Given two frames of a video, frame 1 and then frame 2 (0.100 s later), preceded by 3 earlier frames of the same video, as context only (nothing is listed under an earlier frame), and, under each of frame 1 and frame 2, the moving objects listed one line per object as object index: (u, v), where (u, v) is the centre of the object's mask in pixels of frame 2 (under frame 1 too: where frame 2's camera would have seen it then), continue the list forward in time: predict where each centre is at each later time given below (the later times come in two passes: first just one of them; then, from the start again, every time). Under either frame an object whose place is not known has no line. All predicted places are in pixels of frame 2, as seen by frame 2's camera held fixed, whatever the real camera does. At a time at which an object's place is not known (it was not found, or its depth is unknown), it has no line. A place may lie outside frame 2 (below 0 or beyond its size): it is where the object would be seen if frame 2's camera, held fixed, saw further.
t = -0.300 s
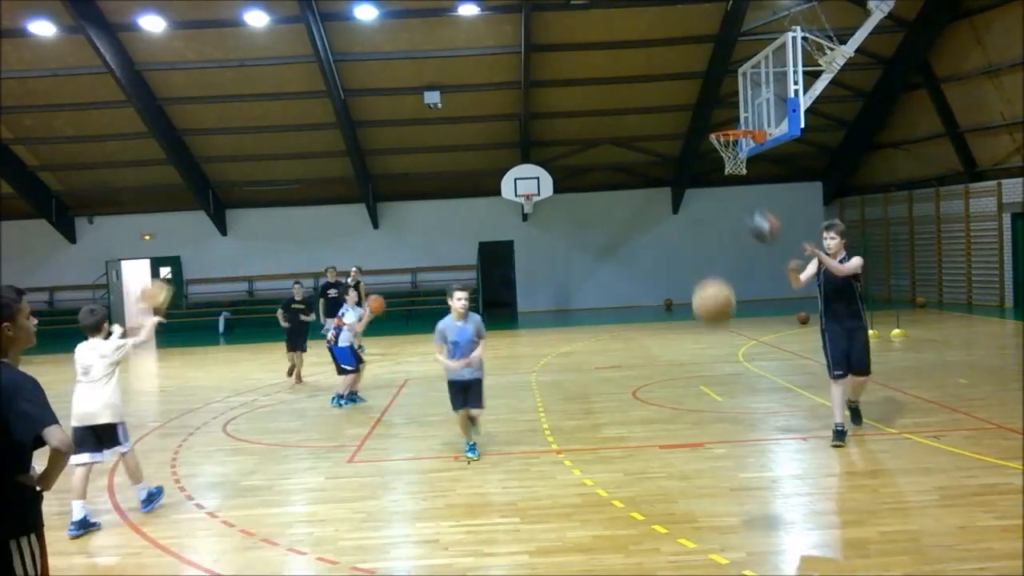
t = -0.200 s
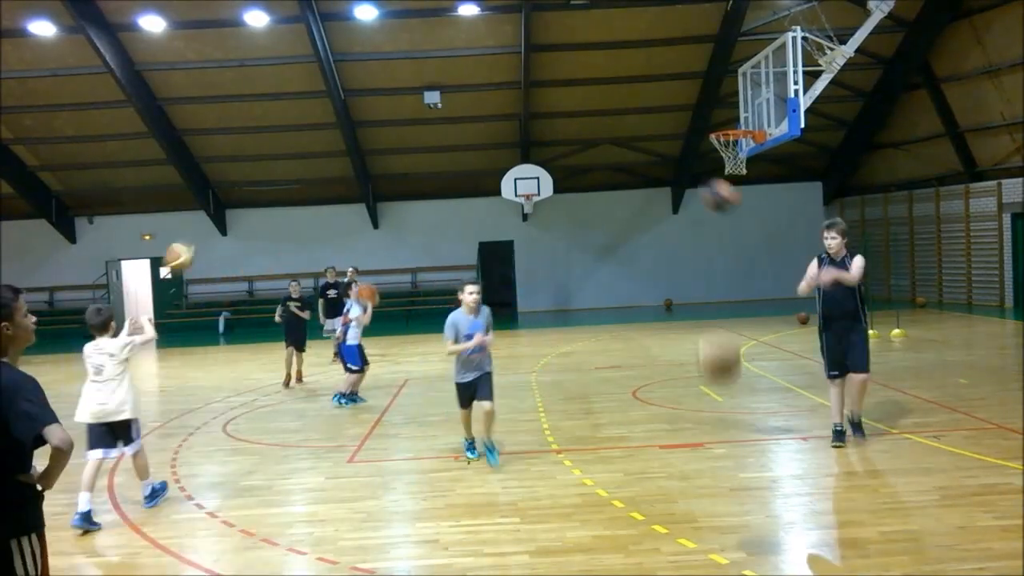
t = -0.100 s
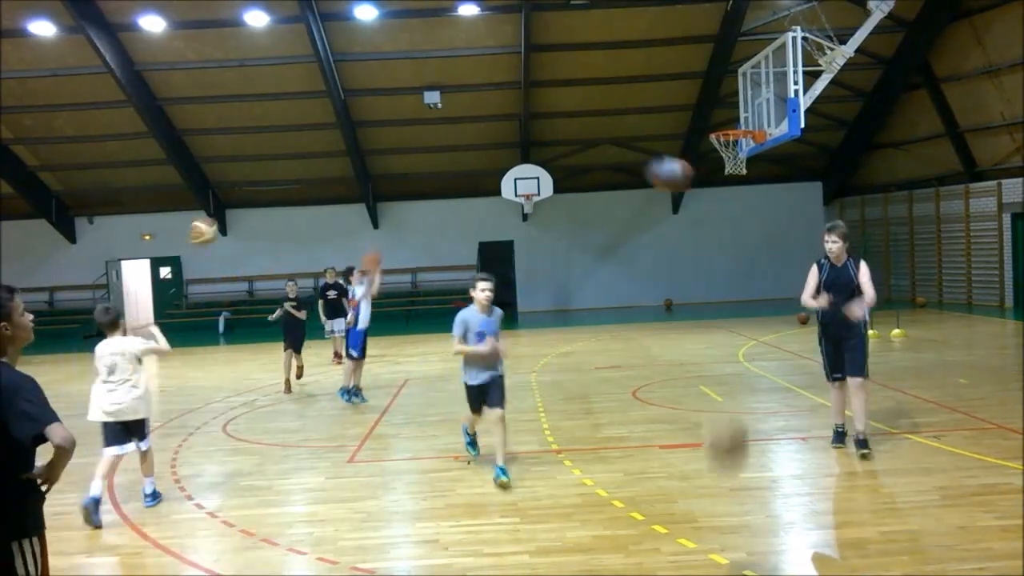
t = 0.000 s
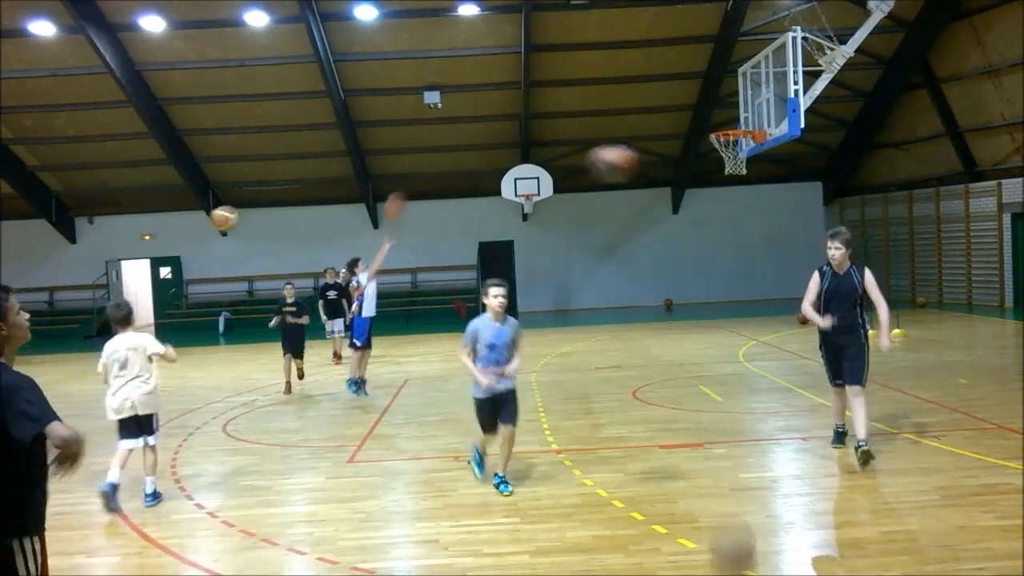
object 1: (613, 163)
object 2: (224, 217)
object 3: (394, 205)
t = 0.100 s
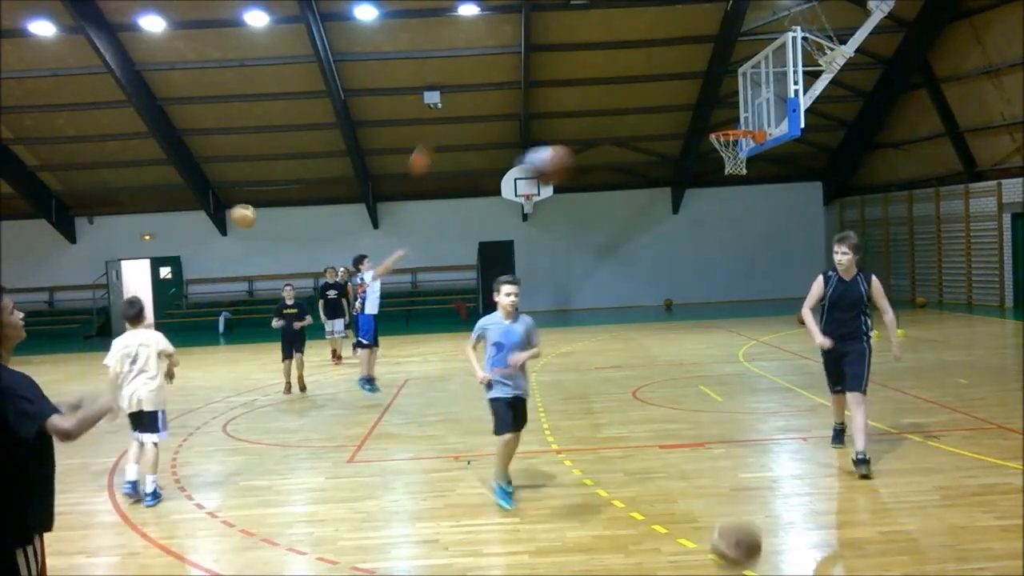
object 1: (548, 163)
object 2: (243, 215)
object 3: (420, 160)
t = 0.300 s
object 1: (366, 235)
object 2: (278, 236)
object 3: (475, 87)
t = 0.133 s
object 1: (519, 166)
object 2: (248, 216)
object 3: (429, 146)
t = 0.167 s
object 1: (487, 176)
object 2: (255, 218)
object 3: (438, 131)
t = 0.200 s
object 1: (465, 186)
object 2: (260, 221)
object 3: (447, 120)
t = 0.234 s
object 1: (435, 198)
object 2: (266, 227)
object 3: (455, 110)
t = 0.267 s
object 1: (402, 215)
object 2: (272, 230)
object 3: (465, 95)
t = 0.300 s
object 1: (366, 235)
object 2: (278, 236)
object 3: (475, 87)
